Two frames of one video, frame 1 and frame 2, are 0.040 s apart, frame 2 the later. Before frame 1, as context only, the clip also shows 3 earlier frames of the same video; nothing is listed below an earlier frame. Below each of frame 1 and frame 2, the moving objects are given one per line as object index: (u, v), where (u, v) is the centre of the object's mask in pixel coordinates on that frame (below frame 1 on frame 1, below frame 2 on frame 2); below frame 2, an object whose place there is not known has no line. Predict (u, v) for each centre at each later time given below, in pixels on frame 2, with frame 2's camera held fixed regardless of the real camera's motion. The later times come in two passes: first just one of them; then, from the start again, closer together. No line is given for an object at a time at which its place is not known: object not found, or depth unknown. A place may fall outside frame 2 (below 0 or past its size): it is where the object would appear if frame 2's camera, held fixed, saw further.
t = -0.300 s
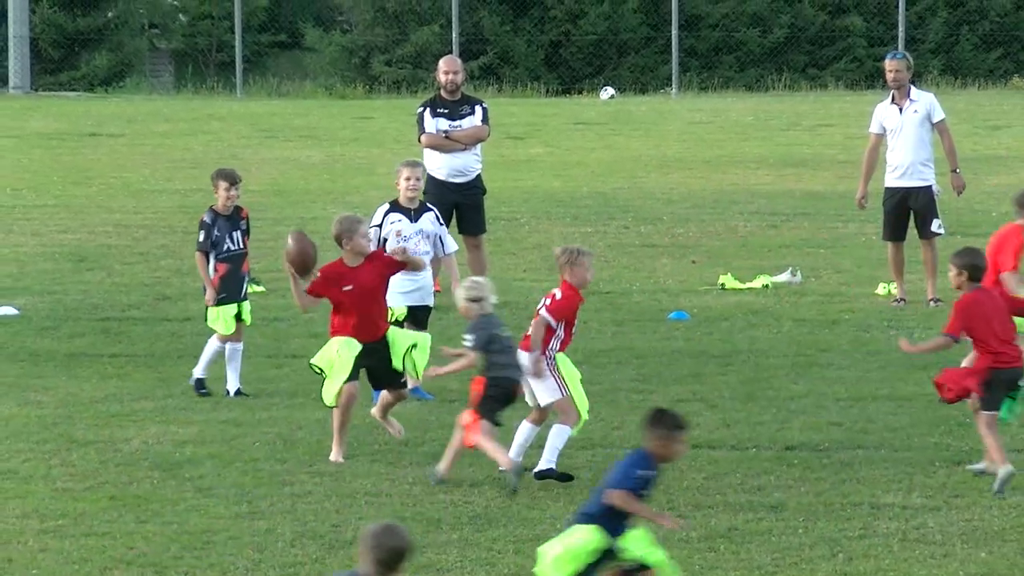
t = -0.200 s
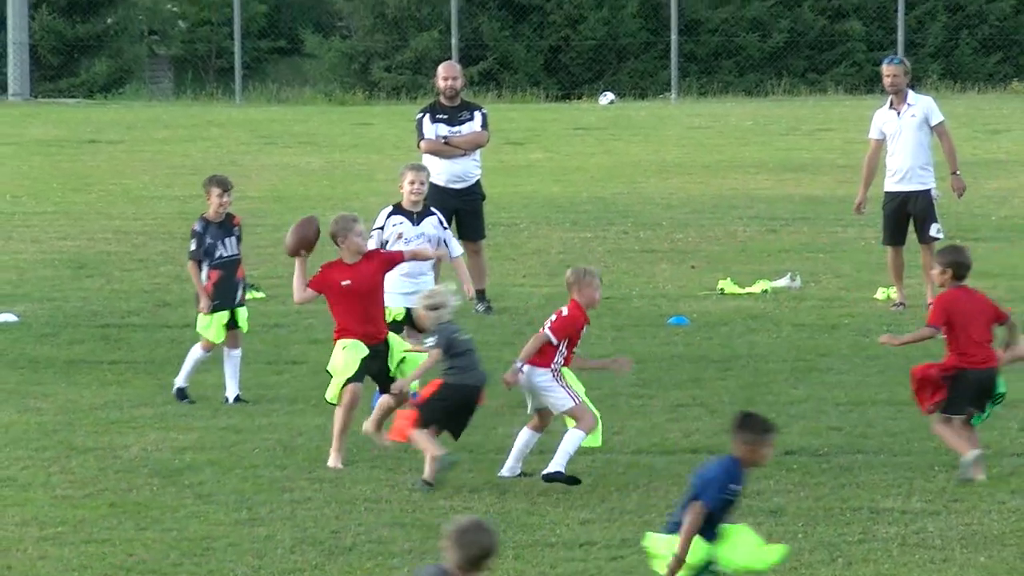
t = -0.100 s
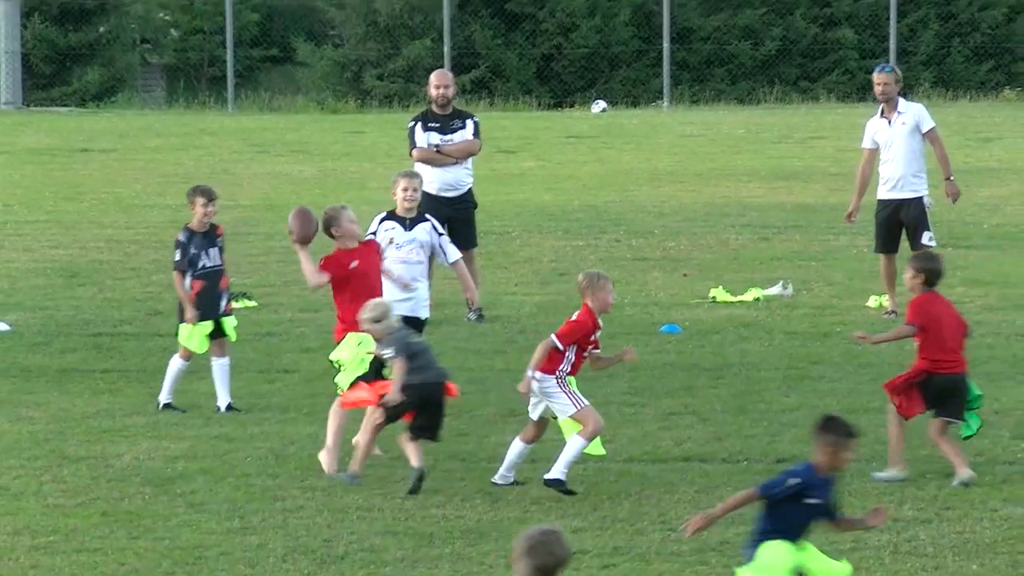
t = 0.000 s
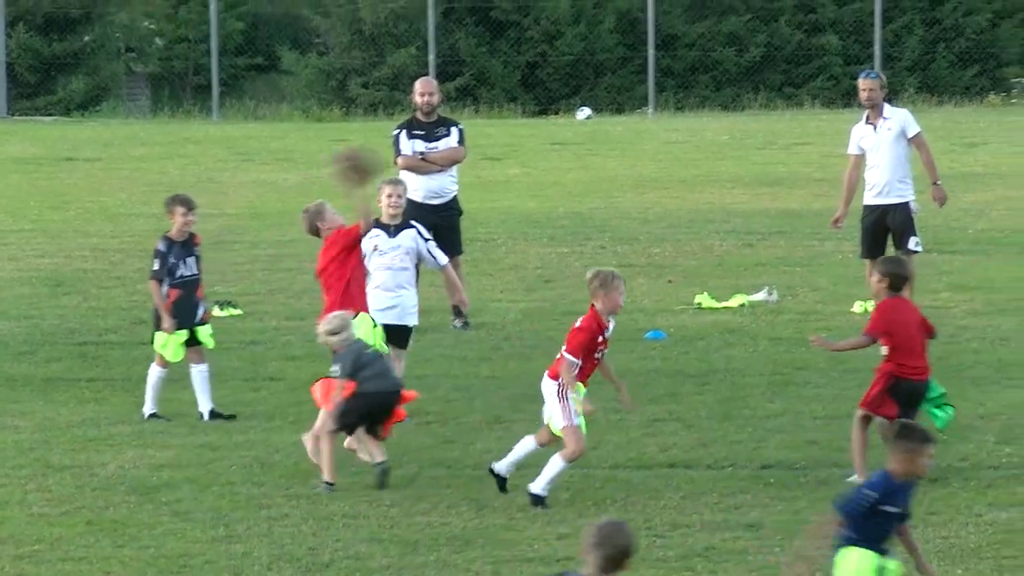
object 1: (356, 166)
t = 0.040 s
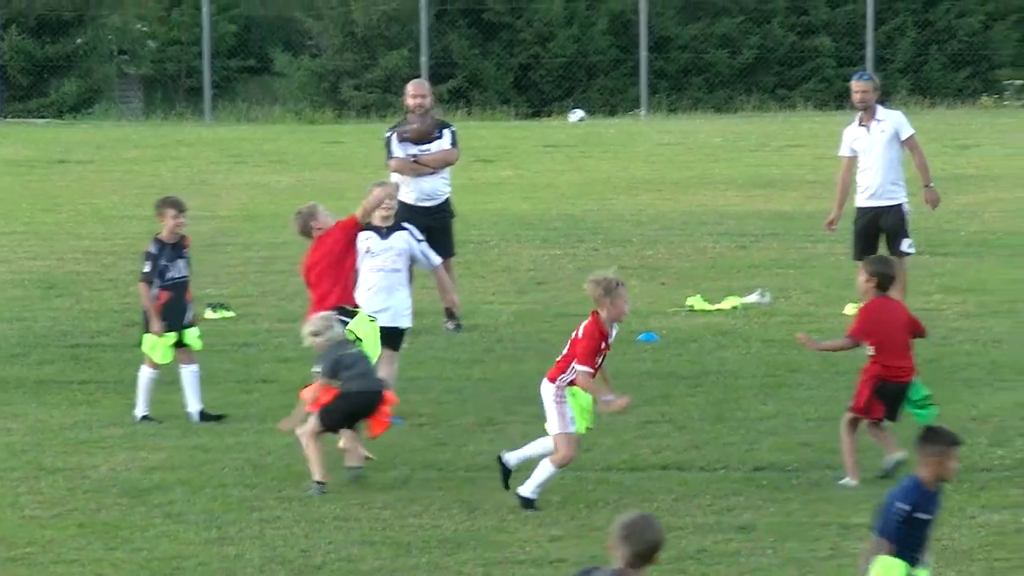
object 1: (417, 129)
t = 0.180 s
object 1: (658, 11)
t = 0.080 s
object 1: (486, 92)
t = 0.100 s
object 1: (521, 73)
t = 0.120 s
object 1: (555, 55)
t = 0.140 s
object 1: (590, 41)
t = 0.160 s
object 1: (621, 27)
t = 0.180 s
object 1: (658, 11)
